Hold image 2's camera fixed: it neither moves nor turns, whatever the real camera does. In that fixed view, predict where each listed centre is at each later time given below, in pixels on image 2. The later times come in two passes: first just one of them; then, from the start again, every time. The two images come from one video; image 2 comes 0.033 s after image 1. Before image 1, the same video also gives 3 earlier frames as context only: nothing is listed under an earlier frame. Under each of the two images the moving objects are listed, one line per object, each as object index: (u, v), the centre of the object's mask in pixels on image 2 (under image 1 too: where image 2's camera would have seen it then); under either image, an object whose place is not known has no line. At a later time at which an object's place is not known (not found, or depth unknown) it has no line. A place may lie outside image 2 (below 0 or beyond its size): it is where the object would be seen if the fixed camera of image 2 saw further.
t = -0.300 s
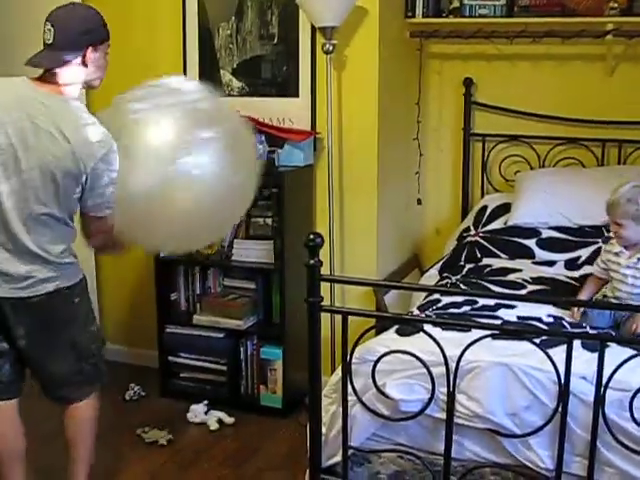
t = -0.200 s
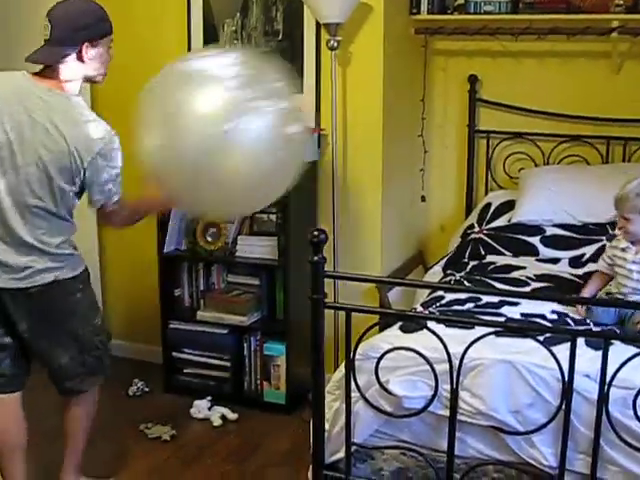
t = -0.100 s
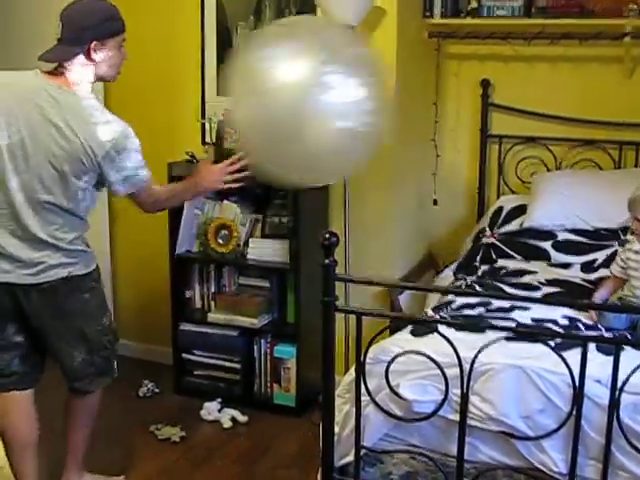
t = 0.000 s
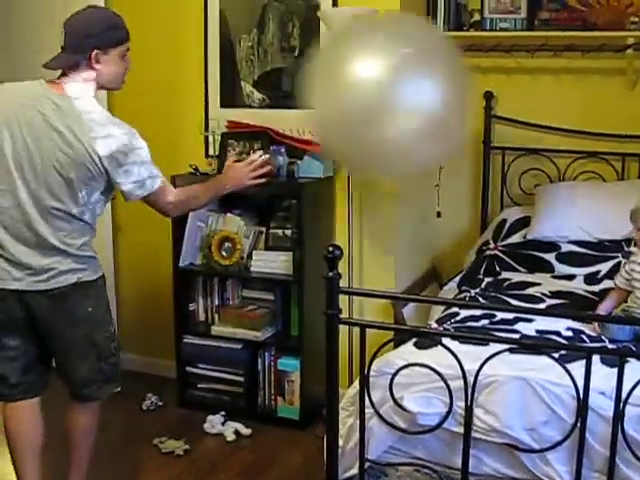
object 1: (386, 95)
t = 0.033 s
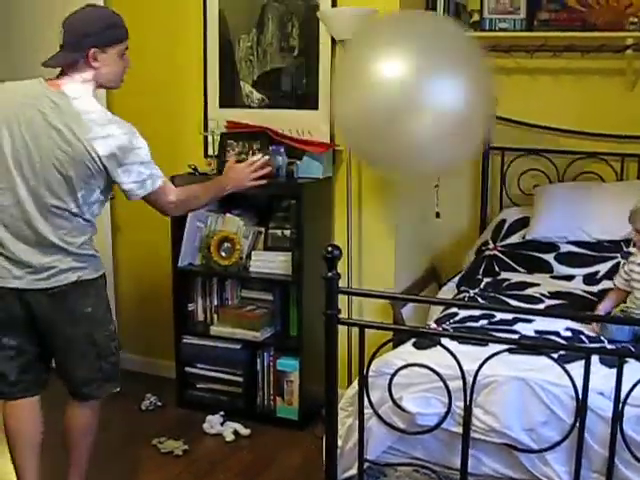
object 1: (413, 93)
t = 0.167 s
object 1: (506, 119)
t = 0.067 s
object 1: (436, 95)
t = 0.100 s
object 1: (462, 102)
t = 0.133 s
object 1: (484, 111)
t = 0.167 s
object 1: (506, 119)
